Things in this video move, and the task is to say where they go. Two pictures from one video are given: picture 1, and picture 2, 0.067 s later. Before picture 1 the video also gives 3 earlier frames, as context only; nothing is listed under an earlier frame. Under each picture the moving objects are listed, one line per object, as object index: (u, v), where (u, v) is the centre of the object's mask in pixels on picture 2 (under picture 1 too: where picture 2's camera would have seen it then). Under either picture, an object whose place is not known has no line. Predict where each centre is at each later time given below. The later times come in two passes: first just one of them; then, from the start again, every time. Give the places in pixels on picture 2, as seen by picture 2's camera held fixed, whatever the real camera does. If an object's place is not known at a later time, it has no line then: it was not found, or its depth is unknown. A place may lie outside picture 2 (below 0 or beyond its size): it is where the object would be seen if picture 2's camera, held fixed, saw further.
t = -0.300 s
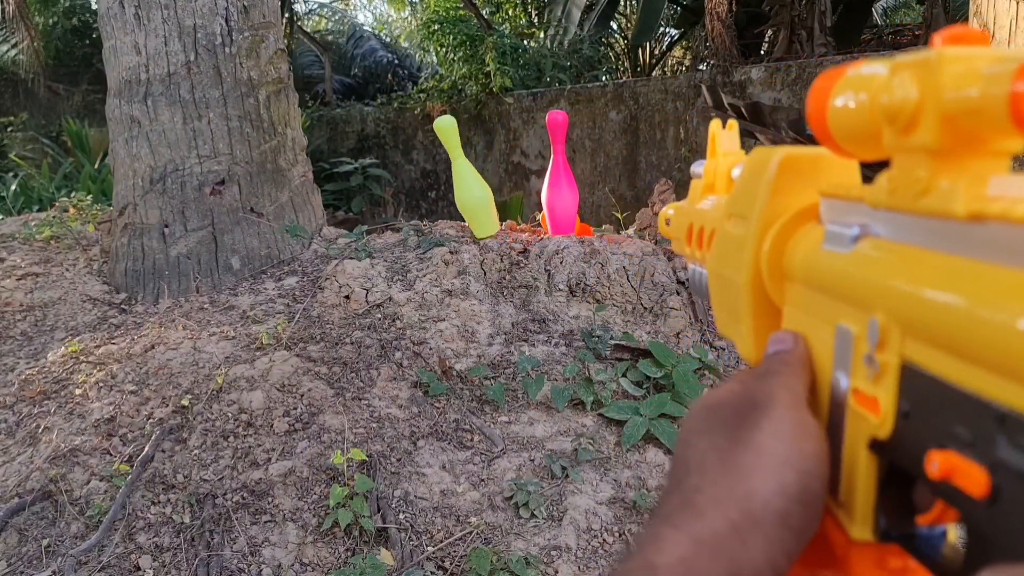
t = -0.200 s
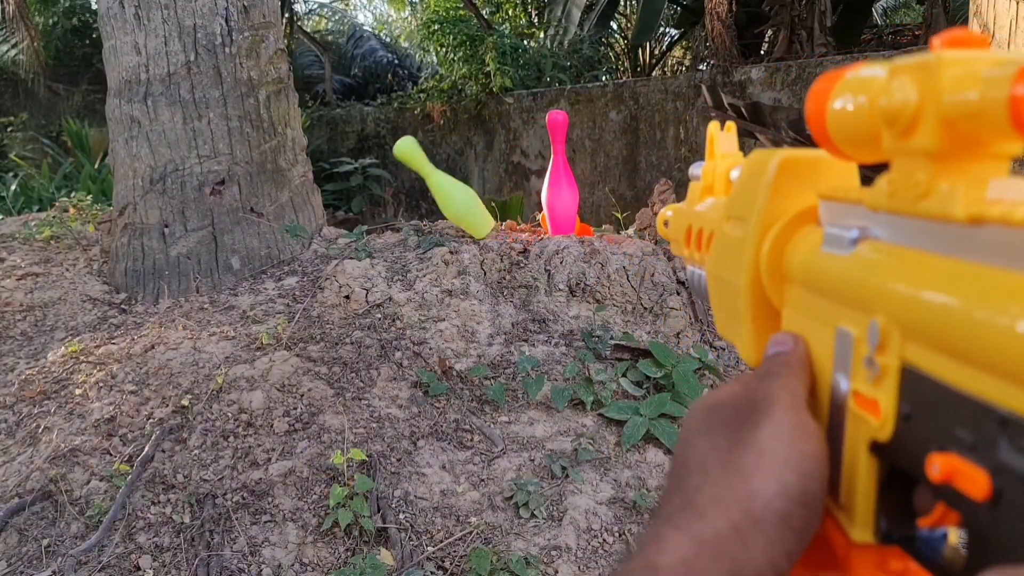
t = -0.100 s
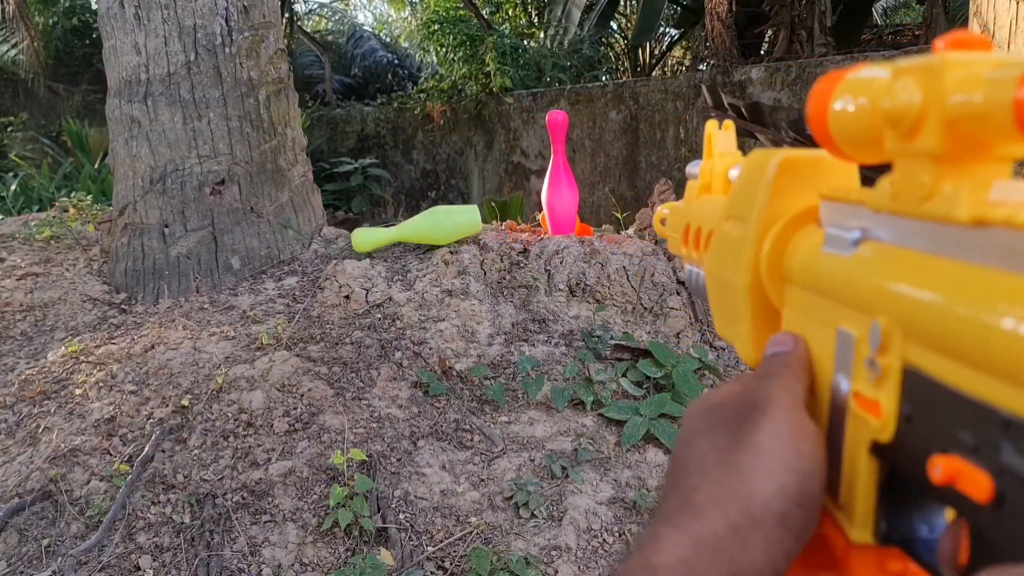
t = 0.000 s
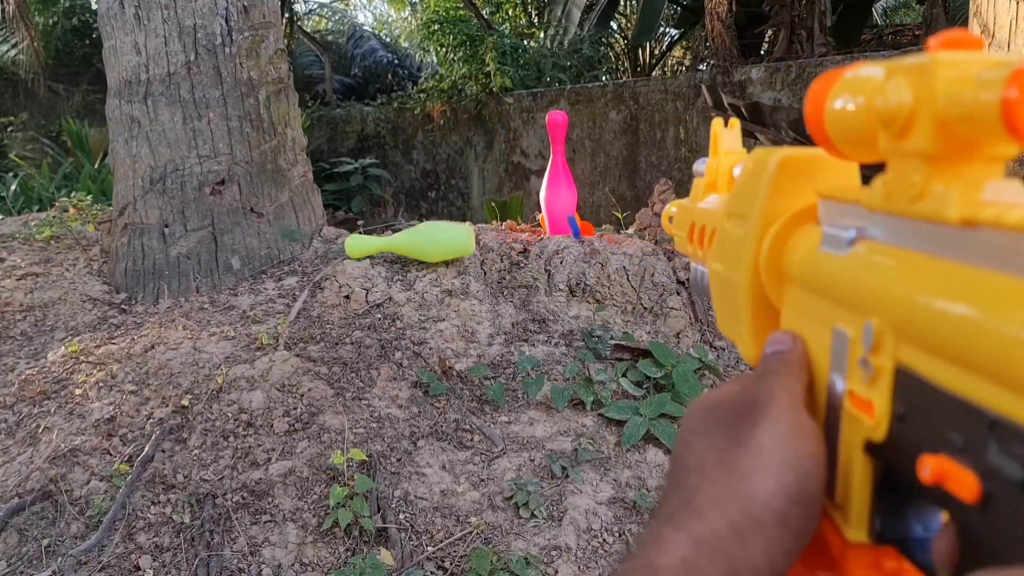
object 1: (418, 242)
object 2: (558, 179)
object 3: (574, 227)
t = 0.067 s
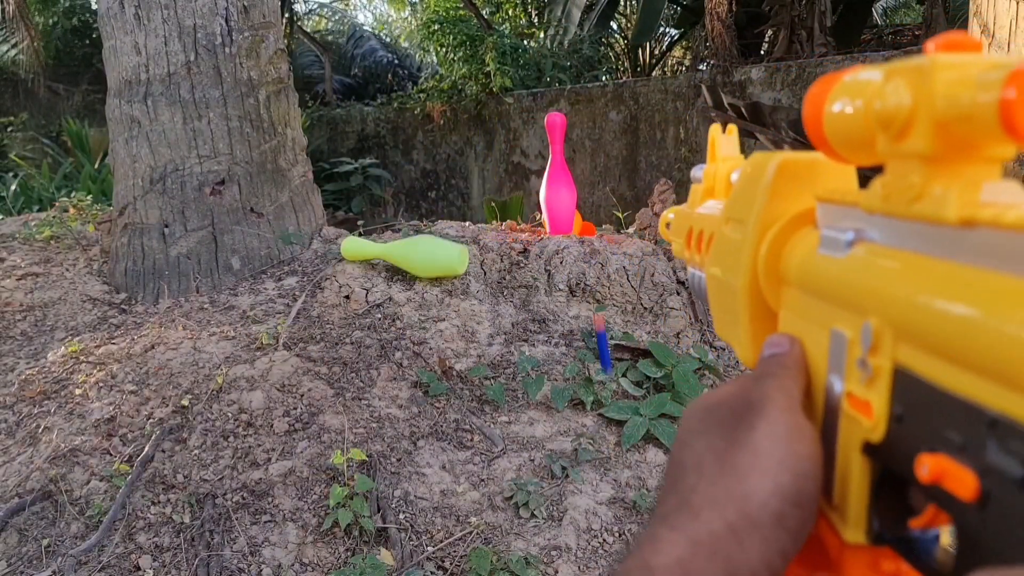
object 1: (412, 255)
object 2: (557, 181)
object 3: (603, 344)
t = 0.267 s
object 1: (373, 306)
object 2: (538, 211)
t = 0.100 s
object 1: (407, 267)
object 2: (557, 181)
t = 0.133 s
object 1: (399, 283)
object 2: (557, 183)
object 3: (629, 519)
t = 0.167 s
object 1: (389, 299)
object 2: (556, 186)
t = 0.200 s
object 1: (382, 303)
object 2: (554, 191)
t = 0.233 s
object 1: (378, 298)
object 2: (550, 201)
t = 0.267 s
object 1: (373, 306)
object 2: (538, 211)
